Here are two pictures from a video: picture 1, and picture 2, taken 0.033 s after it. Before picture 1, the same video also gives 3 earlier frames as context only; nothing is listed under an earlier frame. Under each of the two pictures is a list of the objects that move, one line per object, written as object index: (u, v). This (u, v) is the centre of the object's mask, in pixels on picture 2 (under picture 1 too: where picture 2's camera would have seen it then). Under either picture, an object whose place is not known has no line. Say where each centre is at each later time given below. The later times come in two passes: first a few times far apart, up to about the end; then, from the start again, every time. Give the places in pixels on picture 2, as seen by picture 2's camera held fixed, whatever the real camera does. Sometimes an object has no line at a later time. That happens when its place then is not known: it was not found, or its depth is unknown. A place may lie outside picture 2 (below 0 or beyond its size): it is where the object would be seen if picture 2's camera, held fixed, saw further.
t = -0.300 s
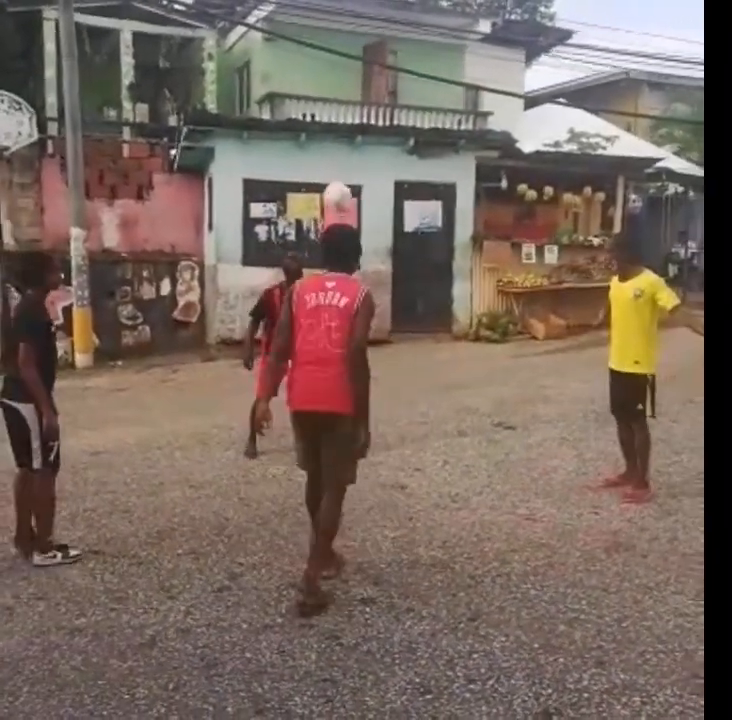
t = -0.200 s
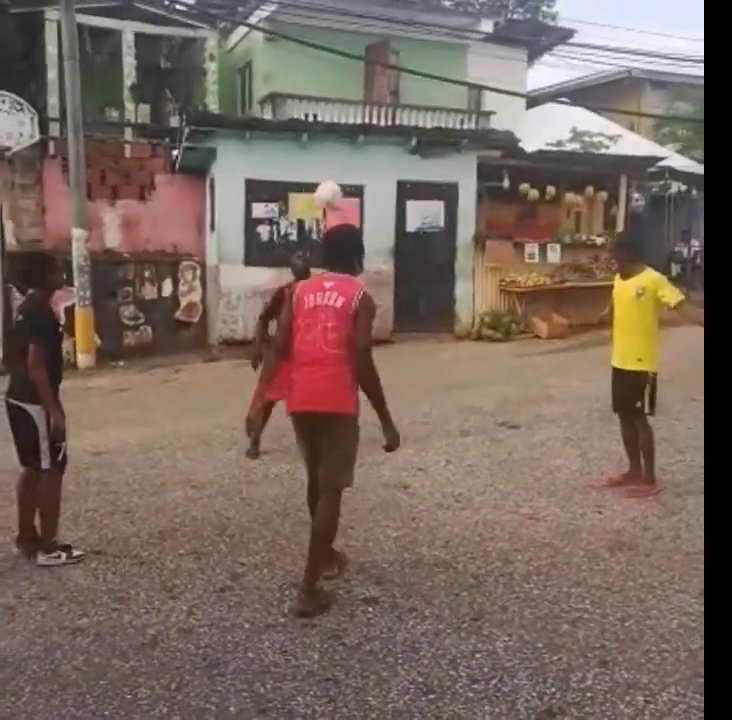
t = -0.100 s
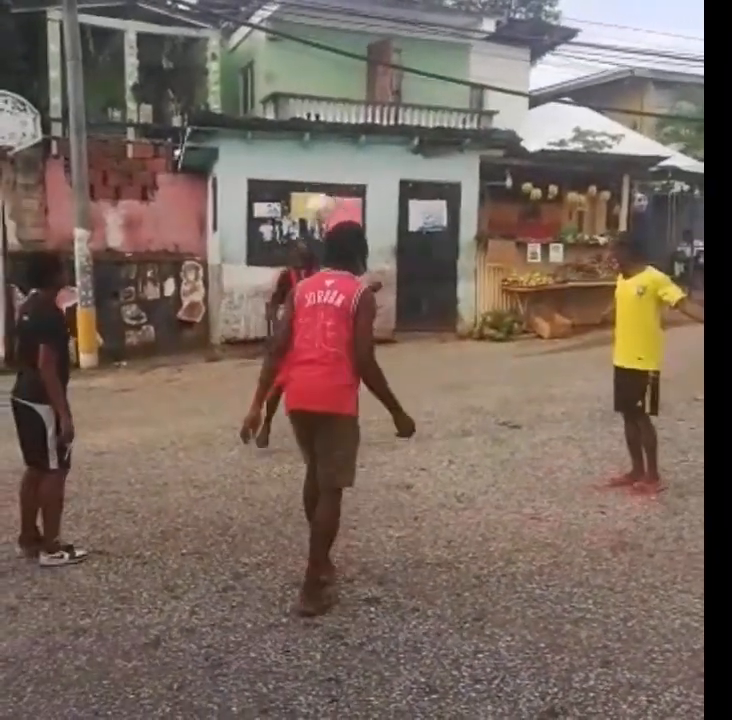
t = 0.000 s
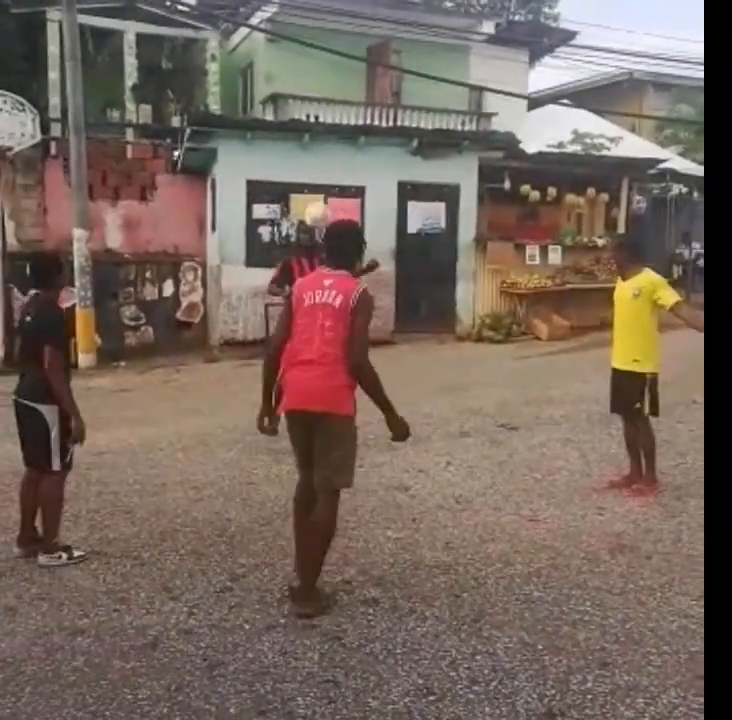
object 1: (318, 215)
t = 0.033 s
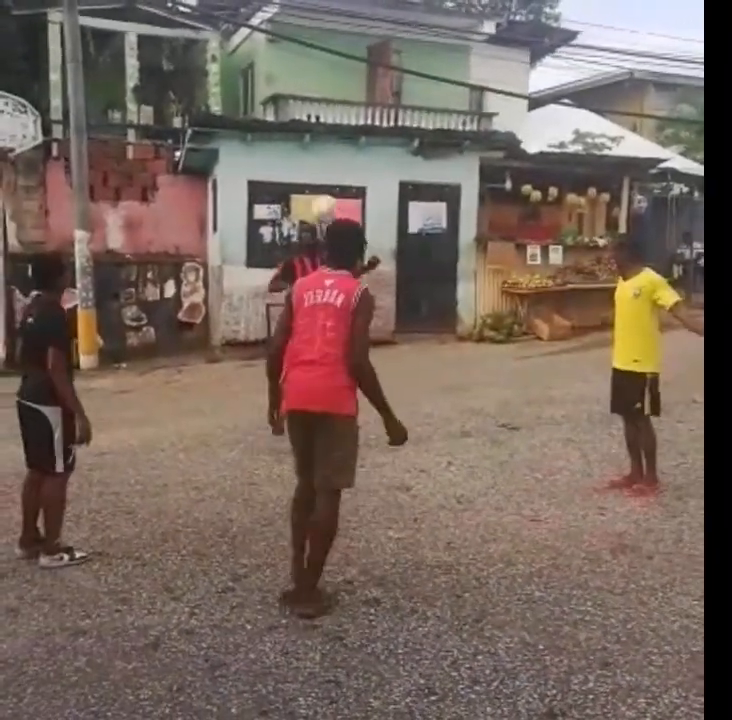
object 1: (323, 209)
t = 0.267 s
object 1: (367, 195)
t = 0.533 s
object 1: (430, 286)
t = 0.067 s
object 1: (330, 203)
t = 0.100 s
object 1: (337, 197)
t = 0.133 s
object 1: (342, 194)
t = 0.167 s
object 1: (348, 192)
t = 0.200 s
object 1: (354, 192)
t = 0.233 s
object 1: (360, 193)
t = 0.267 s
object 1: (367, 195)
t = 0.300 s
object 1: (373, 199)
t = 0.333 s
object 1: (380, 204)
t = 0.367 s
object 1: (393, 211)
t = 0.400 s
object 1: (398, 219)
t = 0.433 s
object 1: (404, 229)
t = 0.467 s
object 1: (408, 241)
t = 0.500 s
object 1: (416, 254)
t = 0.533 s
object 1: (430, 286)
